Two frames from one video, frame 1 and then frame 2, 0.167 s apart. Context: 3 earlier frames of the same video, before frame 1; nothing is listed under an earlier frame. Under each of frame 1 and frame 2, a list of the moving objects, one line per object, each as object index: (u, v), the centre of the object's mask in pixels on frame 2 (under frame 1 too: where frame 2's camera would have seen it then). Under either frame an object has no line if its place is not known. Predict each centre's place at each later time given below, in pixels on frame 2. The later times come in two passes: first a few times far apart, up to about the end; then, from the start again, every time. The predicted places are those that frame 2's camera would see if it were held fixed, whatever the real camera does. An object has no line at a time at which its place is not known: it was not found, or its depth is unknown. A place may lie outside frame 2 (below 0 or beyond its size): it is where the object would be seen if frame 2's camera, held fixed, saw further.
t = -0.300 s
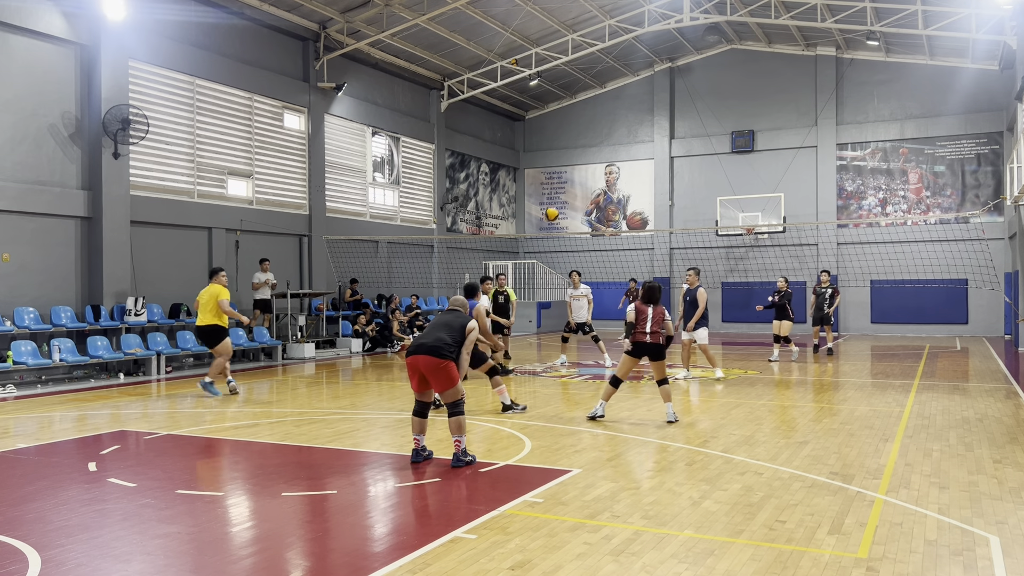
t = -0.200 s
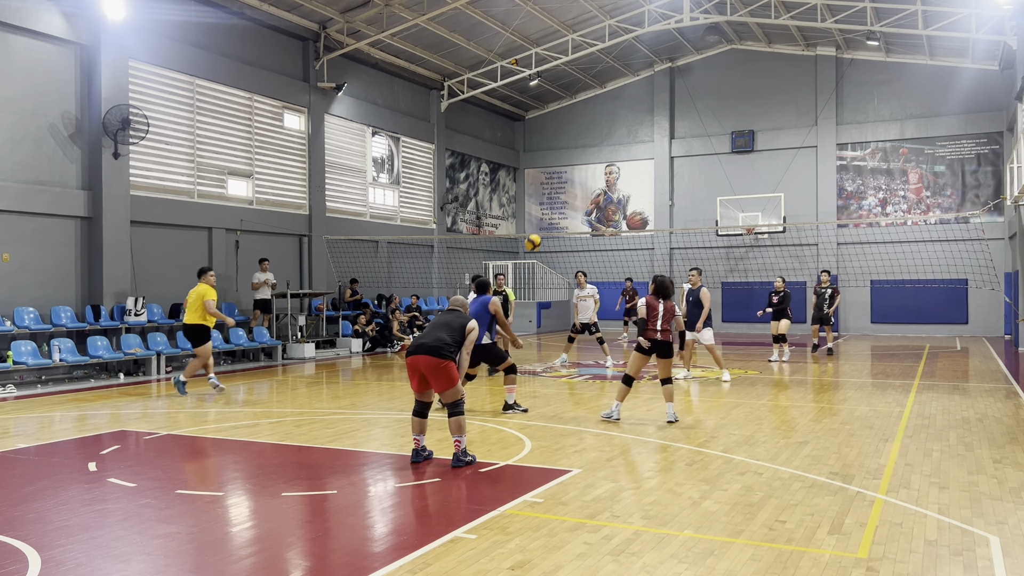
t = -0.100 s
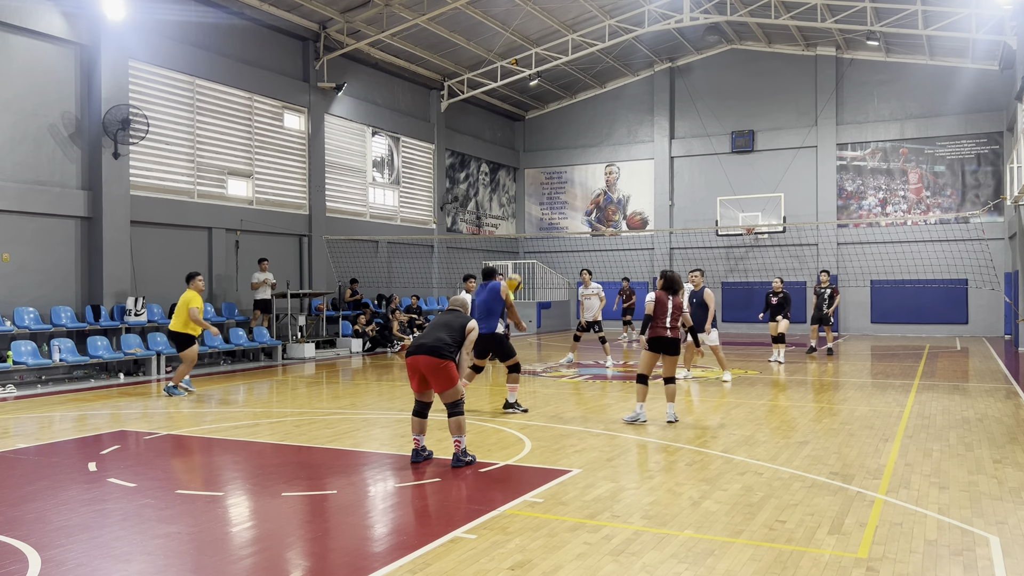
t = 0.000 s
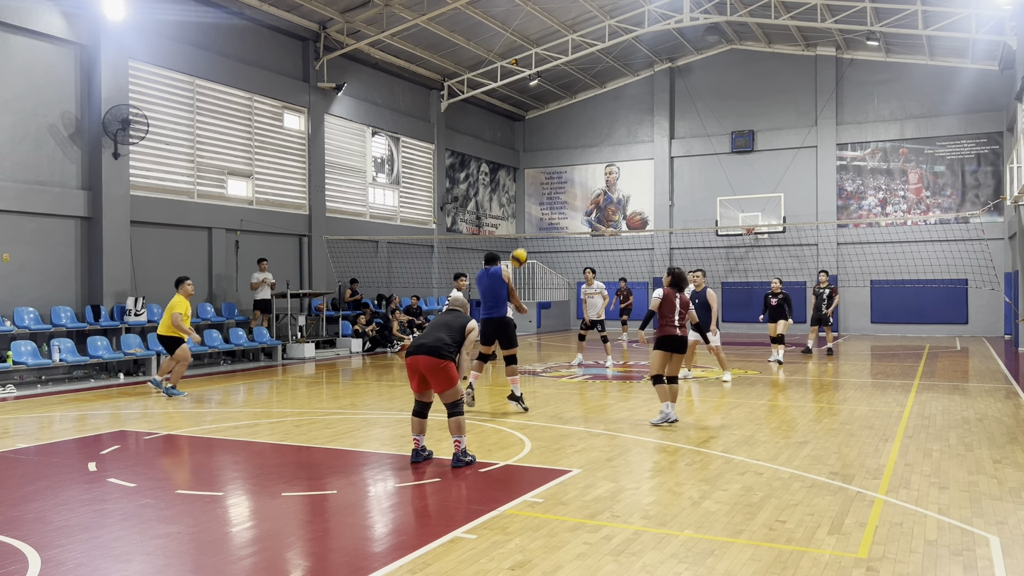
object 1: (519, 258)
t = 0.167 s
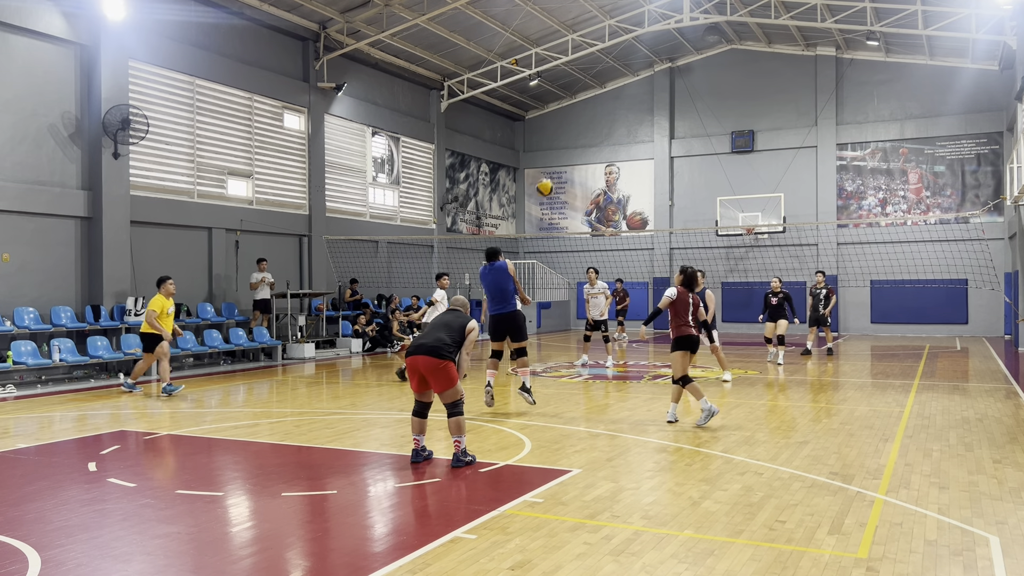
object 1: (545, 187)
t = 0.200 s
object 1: (550, 176)
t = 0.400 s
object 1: (581, 132)
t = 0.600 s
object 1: (611, 122)
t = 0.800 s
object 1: (641, 144)
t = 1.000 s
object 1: (669, 198)
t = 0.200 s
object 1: (550, 176)
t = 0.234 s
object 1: (555, 167)
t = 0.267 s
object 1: (560, 158)
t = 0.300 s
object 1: (565, 149)
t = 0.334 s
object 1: (571, 142)
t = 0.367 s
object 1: (576, 137)
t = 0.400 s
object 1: (581, 132)
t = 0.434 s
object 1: (586, 128)
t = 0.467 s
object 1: (591, 124)
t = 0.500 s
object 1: (596, 123)
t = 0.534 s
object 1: (601, 121)
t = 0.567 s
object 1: (606, 121)
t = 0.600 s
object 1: (611, 122)
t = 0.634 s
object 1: (616, 123)
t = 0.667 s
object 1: (621, 126)
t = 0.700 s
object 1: (627, 128)
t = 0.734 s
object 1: (631, 133)
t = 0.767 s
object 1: (636, 138)
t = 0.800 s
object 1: (641, 144)
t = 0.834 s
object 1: (646, 151)
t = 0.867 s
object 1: (651, 159)
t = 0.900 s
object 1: (655, 167)
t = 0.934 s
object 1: (660, 177)
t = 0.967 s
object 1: (665, 187)
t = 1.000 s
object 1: (669, 198)
